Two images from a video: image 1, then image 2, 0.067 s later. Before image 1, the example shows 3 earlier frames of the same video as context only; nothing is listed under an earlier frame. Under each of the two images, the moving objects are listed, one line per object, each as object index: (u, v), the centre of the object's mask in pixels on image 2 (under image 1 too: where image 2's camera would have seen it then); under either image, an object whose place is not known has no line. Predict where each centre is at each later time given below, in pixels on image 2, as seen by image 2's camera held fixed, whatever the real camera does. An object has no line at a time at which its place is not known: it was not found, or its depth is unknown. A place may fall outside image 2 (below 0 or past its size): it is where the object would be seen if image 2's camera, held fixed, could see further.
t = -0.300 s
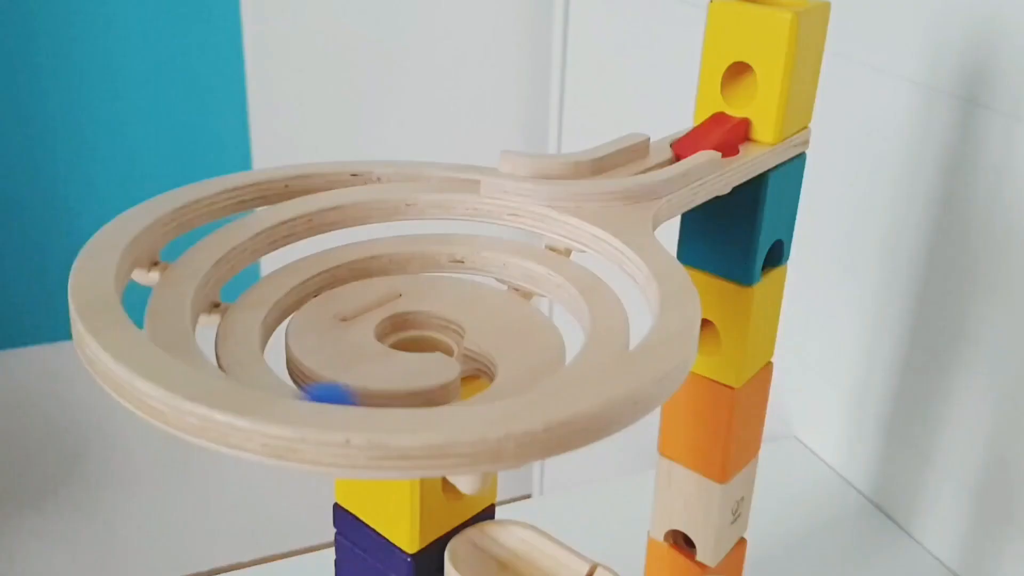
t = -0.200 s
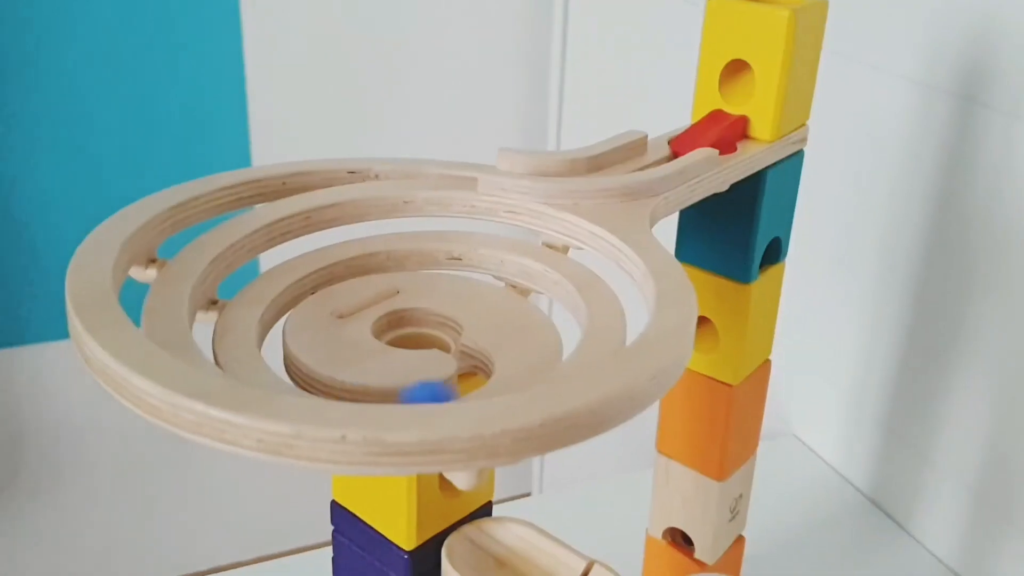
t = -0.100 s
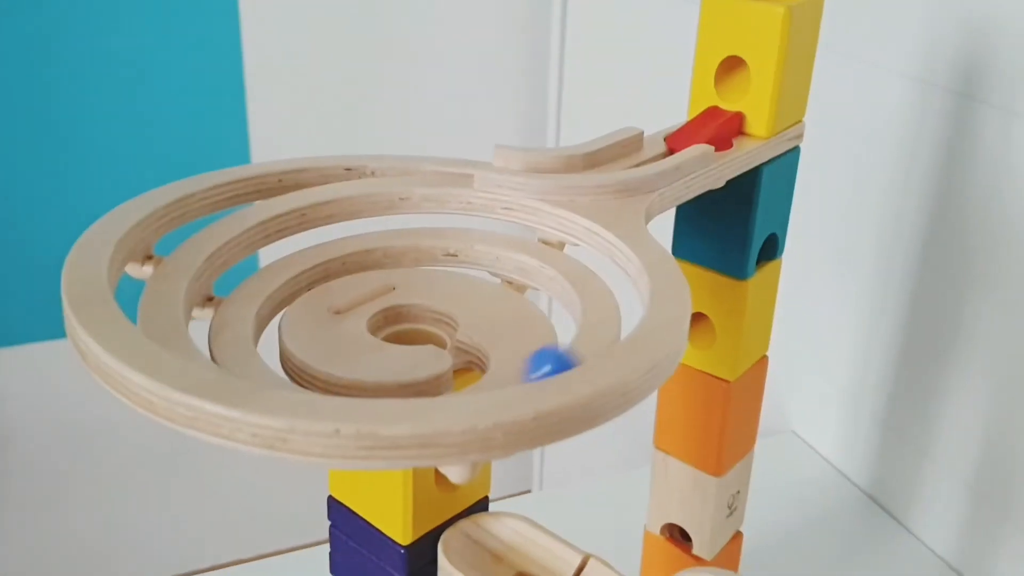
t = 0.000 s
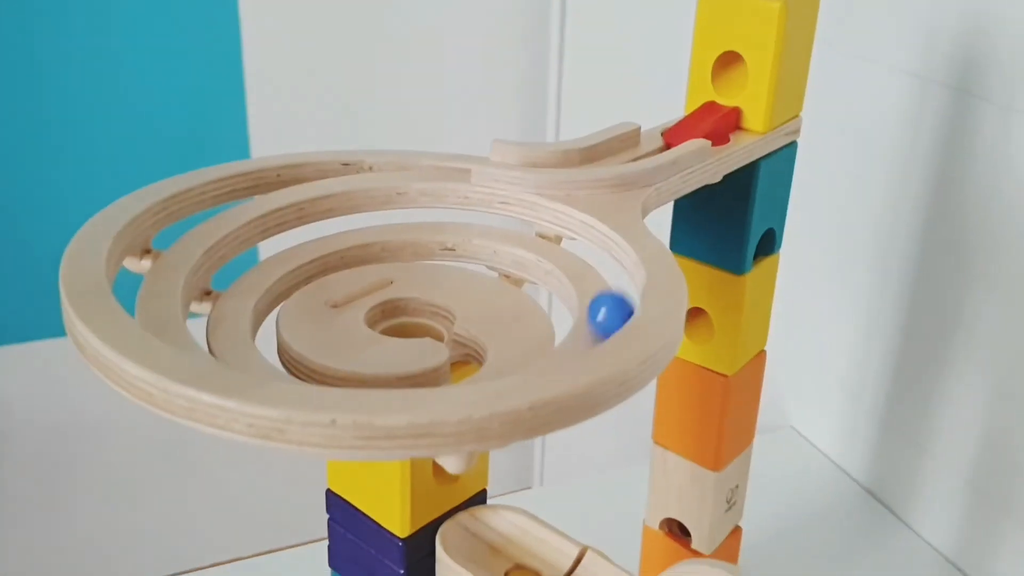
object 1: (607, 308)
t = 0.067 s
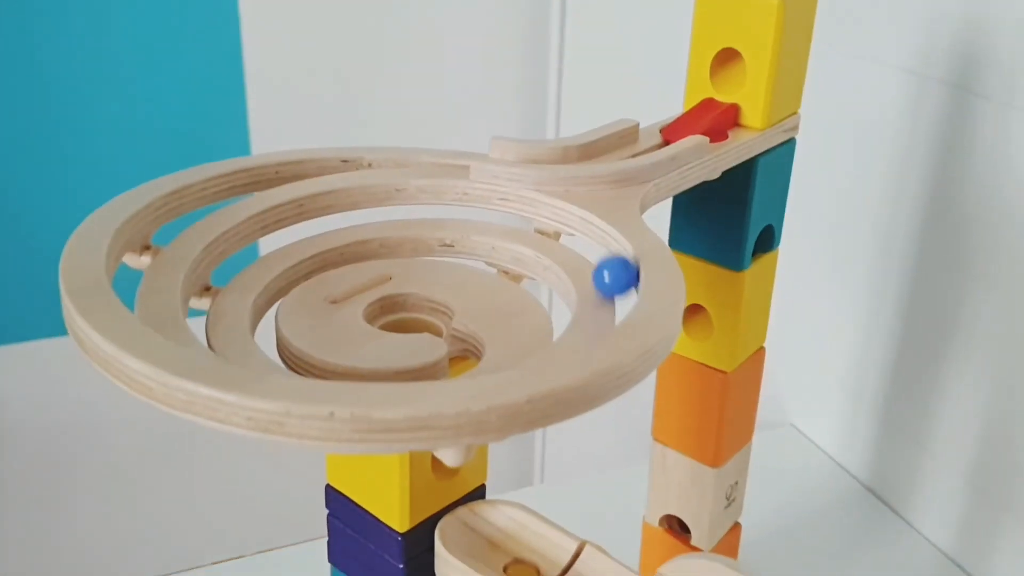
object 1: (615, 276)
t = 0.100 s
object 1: (611, 262)
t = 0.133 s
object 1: (600, 249)
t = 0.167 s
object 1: (587, 237)
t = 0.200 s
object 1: (569, 226)
